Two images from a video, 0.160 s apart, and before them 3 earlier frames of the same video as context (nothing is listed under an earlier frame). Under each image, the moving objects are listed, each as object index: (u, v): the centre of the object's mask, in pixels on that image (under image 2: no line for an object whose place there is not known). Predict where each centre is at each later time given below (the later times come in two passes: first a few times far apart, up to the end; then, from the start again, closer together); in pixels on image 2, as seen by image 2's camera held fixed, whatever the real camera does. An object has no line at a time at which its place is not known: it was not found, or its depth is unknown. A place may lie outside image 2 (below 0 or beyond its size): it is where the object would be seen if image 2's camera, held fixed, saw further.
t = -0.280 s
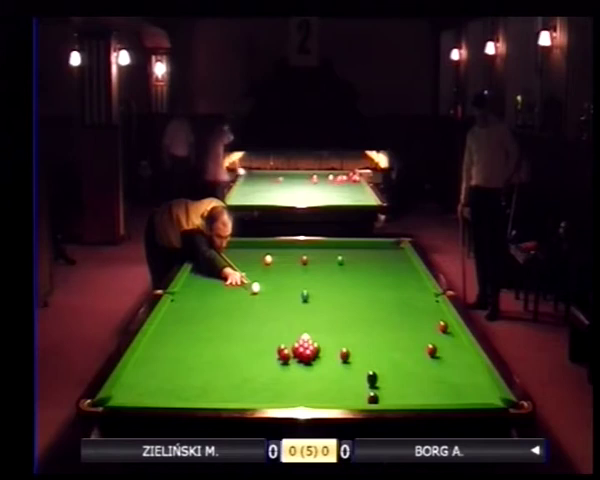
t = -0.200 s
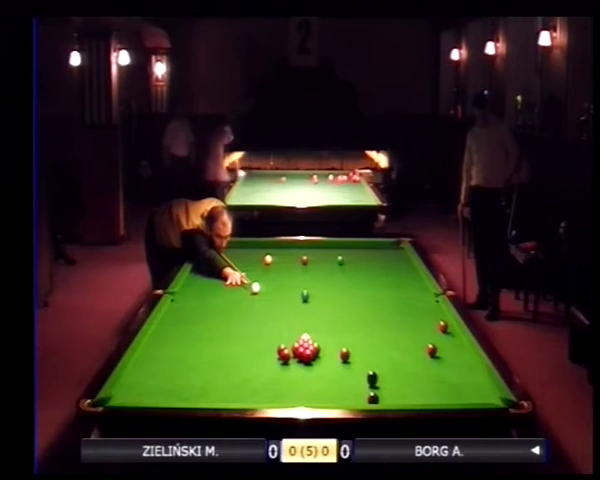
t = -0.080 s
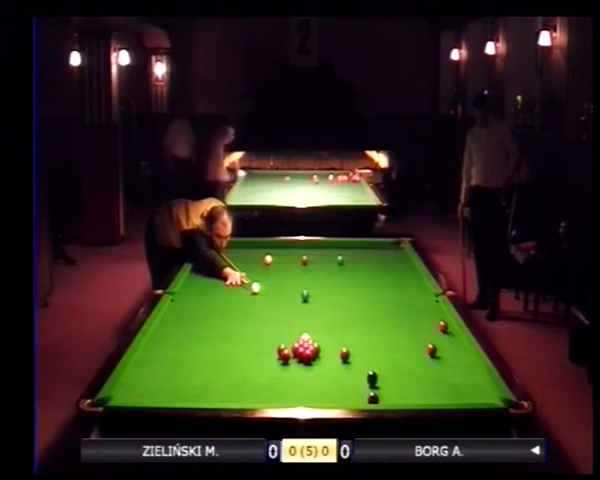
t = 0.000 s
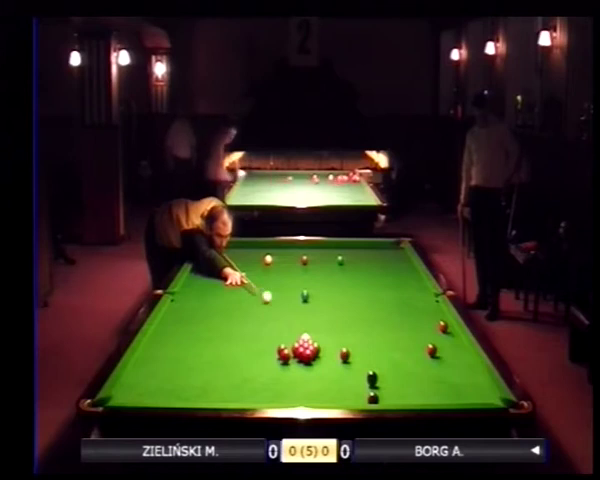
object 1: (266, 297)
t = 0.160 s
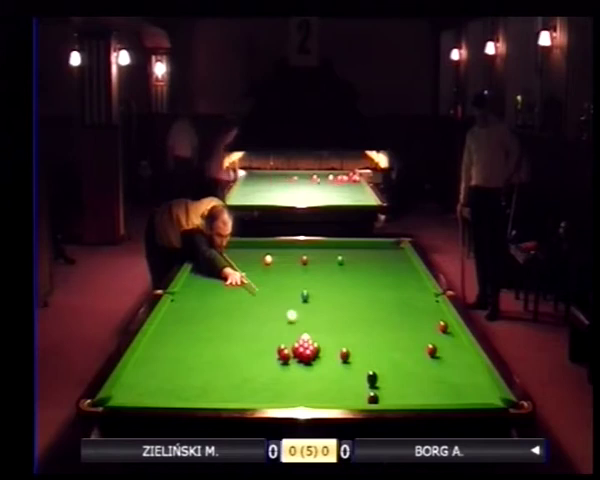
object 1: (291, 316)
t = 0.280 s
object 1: (311, 330)
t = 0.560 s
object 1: (325, 360)
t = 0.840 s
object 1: (310, 385)
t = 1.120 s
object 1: (294, 397)
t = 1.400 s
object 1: (278, 378)
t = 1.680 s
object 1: (264, 361)
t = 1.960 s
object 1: (252, 346)
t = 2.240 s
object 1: (241, 333)
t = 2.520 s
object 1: (232, 322)
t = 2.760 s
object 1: (225, 313)
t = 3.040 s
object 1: (217, 304)
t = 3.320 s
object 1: (209, 297)
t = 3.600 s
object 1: (203, 289)
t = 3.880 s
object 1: (197, 283)
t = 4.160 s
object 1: (192, 277)
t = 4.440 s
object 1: (193, 273)
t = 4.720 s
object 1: (199, 269)
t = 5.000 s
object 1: (205, 266)
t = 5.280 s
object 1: (210, 262)
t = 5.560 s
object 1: (214, 260)
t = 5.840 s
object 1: (218, 257)
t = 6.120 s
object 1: (221, 255)
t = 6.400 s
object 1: (223, 254)
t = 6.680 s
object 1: (226, 252)
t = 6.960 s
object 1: (228, 250)
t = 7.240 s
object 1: (229, 249)
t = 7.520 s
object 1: (231, 248)
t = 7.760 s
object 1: (232, 248)
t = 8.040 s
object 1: (233, 247)
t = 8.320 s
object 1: (234, 247)
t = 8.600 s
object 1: (234, 247)
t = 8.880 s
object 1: (234, 247)
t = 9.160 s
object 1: (234, 247)
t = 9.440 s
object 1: (234, 247)
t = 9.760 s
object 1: (234, 247)
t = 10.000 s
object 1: (234, 247)
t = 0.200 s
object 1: (298, 321)
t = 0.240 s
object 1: (304, 325)
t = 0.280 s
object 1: (311, 330)
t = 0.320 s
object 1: (317, 336)
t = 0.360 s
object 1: (324, 341)
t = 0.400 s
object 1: (331, 347)
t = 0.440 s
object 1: (336, 352)
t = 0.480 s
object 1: (333, 355)
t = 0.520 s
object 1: (328, 357)
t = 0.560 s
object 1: (325, 360)
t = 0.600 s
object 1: (322, 363)
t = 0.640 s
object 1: (320, 366)
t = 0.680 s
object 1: (318, 369)
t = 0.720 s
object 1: (316, 373)
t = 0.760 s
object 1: (314, 377)
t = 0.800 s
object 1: (312, 381)
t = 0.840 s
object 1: (310, 385)
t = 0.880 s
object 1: (308, 389)
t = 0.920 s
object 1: (306, 393)
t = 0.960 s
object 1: (304, 395)
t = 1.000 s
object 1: (302, 397)
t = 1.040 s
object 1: (299, 400)
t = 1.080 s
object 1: (297, 398)
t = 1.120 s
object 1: (294, 397)
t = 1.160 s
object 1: (291, 394)
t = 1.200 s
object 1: (289, 393)
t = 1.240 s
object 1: (286, 390)
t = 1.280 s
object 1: (284, 387)
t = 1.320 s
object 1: (282, 384)
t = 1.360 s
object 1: (280, 381)
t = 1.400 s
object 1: (278, 378)
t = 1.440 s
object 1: (275, 376)
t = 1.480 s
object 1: (273, 373)
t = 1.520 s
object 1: (272, 370)
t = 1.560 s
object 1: (270, 368)
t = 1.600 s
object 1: (268, 366)
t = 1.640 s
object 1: (266, 363)
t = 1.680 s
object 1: (264, 361)
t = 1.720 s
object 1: (262, 359)
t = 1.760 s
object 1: (260, 356)
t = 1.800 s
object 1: (259, 354)
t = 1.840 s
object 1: (257, 352)
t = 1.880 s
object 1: (255, 350)
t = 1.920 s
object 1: (254, 348)
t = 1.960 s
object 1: (252, 346)
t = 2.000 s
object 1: (250, 344)
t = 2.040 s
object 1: (249, 342)
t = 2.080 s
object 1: (247, 340)
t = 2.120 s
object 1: (246, 338)
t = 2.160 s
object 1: (244, 336)
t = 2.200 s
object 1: (243, 335)
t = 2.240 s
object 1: (241, 333)
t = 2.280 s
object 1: (240, 332)
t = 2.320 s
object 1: (238, 330)
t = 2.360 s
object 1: (237, 328)
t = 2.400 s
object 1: (235, 326)
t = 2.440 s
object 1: (234, 325)
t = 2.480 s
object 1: (233, 323)
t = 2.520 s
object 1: (232, 322)
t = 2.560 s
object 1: (230, 320)
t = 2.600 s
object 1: (229, 319)
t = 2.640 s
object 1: (228, 317)
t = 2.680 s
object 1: (227, 316)
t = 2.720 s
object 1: (225, 315)
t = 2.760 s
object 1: (225, 313)
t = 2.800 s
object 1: (223, 312)
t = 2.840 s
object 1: (222, 311)
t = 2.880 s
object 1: (221, 309)
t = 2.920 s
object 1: (220, 308)
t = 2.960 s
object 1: (218, 306)
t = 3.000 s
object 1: (217, 305)
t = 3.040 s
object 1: (217, 304)
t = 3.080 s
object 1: (215, 303)
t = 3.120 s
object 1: (214, 302)
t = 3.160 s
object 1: (213, 301)
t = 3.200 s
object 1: (212, 299)
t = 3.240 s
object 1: (211, 298)
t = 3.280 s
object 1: (210, 297)
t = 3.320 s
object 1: (209, 297)
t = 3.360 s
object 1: (208, 295)
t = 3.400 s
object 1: (207, 294)
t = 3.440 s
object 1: (207, 293)
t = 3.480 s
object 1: (206, 292)
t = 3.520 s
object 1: (205, 291)
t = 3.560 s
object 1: (204, 290)
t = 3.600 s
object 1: (203, 289)
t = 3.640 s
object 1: (202, 288)
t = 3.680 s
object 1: (201, 288)
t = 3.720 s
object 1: (200, 287)
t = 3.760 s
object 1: (199, 285)
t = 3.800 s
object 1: (199, 285)
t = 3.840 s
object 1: (198, 284)
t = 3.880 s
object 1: (197, 283)
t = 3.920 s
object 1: (196, 282)
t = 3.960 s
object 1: (196, 281)
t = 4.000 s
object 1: (195, 280)
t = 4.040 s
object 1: (194, 279)
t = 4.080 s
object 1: (193, 279)
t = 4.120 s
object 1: (193, 278)
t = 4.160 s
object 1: (192, 277)
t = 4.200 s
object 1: (191, 276)
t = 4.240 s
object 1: (191, 276)
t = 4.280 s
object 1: (190, 275)
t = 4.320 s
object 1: (191, 274)
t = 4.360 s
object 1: (192, 274)
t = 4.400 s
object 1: (192, 274)
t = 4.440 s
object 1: (193, 273)
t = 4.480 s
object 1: (194, 272)
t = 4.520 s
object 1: (195, 272)
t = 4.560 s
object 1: (196, 271)
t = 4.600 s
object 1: (197, 270)
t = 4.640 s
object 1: (198, 270)
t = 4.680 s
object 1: (198, 269)
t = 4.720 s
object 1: (199, 269)
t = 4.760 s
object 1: (200, 268)
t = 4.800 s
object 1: (201, 268)
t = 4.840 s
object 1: (202, 267)
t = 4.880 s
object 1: (203, 267)
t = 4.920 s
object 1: (203, 266)
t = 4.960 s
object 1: (204, 266)
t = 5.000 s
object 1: (205, 266)
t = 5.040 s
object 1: (206, 265)
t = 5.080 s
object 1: (207, 264)
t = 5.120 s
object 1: (207, 264)
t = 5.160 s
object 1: (208, 264)
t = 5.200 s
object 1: (208, 263)
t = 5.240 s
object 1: (209, 263)
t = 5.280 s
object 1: (210, 262)
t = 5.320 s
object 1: (210, 262)
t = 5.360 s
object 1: (211, 261)
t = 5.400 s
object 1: (212, 261)
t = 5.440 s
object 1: (212, 261)
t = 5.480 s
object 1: (213, 260)
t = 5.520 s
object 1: (213, 260)
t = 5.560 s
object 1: (214, 260)
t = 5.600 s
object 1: (214, 259)
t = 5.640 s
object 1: (215, 259)
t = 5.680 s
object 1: (215, 259)
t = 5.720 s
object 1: (216, 258)
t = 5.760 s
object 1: (216, 258)
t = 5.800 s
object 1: (217, 258)
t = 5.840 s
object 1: (218, 257)
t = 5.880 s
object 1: (218, 257)
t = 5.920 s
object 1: (218, 257)
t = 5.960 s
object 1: (219, 257)
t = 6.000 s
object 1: (219, 256)
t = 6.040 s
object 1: (220, 256)
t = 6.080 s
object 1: (220, 255)
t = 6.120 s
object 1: (221, 255)
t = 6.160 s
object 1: (221, 255)
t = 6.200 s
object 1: (221, 255)
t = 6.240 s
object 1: (222, 254)
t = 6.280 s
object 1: (222, 254)
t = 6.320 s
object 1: (222, 254)
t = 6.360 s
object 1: (223, 254)
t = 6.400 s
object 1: (223, 254)
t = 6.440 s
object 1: (224, 253)
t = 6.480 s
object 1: (224, 253)
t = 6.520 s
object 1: (225, 253)
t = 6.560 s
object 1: (225, 252)
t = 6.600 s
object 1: (225, 252)
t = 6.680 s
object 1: (226, 252)
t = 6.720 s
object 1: (226, 252)
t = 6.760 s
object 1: (226, 251)
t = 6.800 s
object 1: (227, 251)
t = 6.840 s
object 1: (227, 251)
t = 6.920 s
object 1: (227, 250)
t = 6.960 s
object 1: (228, 250)
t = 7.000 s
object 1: (228, 250)
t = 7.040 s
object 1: (228, 250)
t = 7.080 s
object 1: (228, 250)
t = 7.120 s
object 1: (229, 250)
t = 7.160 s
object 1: (229, 250)
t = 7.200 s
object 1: (229, 249)
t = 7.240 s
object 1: (229, 249)
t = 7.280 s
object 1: (230, 249)
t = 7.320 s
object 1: (230, 249)
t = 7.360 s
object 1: (230, 249)
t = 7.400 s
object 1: (230, 249)
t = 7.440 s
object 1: (230, 249)
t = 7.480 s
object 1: (231, 248)
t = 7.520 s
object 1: (231, 248)
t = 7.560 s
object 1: (231, 248)
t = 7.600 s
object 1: (231, 248)
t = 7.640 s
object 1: (231, 248)
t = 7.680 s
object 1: (231, 248)
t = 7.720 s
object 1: (232, 248)
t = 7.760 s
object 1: (232, 248)
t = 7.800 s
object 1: (232, 248)
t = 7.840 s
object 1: (232, 248)
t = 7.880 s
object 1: (232, 248)
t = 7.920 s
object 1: (233, 248)
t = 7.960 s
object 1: (233, 247)
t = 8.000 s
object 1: (233, 247)
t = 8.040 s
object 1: (233, 247)
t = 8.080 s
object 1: (233, 247)
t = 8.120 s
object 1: (234, 247)
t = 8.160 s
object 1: (233, 247)
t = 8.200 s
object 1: (234, 247)
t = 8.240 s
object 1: (233, 247)
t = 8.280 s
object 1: (234, 247)
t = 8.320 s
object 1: (234, 247)
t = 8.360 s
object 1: (234, 247)
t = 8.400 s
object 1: (234, 247)
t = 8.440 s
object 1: (234, 247)
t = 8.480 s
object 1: (234, 247)
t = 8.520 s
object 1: (234, 247)
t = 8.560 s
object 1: (234, 247)
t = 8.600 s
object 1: (234, 247)
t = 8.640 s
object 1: (234, 247)
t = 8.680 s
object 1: (234, 247)
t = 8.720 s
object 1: (234, 247)
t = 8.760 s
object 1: (234, 247)
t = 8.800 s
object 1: (234, 247)
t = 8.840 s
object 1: (234, 247)
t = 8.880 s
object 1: (234, 247)
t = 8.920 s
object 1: (234, 247)
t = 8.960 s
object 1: (234, 247)
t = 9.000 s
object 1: (234, 247)
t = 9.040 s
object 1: (234, 247)
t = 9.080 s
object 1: (234, 247)
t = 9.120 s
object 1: (234, 247)
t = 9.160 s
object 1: (234, 247)
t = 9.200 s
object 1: (234, 247)
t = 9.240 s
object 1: (234, 247)
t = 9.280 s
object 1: (234, 247)
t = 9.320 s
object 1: (234, 247)
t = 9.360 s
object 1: (234, 247)
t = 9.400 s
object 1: (234, 247)
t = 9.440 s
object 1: (234, 247)
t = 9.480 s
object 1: (234, 247)
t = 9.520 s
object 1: (234, 247)
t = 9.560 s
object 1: (234, 247)
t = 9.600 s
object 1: (234, 247)
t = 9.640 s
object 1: (234, 247)
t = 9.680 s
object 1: (234, 247)
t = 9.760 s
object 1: (234, 247)
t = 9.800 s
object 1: (234, 247)
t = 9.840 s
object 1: (234, 247)
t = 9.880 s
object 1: (234, 247)
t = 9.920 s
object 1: (234, 247)
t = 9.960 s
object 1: (234, 247)
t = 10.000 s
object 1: (234, 247)
